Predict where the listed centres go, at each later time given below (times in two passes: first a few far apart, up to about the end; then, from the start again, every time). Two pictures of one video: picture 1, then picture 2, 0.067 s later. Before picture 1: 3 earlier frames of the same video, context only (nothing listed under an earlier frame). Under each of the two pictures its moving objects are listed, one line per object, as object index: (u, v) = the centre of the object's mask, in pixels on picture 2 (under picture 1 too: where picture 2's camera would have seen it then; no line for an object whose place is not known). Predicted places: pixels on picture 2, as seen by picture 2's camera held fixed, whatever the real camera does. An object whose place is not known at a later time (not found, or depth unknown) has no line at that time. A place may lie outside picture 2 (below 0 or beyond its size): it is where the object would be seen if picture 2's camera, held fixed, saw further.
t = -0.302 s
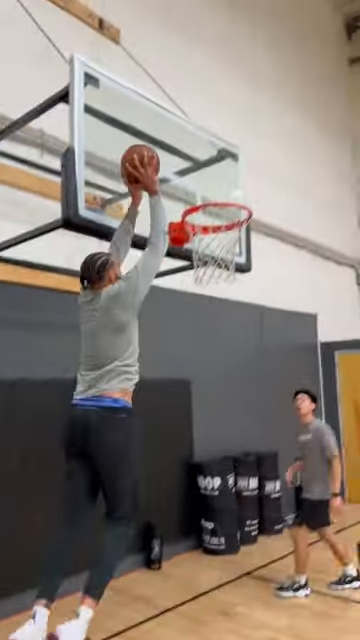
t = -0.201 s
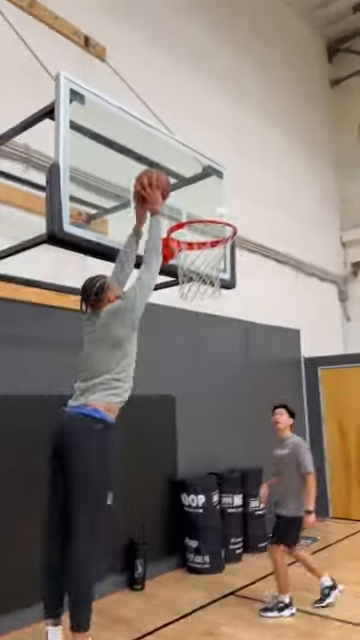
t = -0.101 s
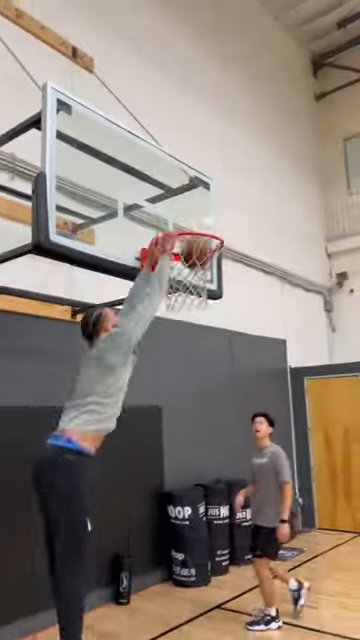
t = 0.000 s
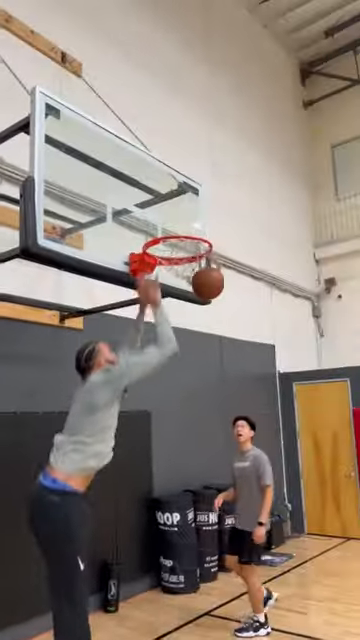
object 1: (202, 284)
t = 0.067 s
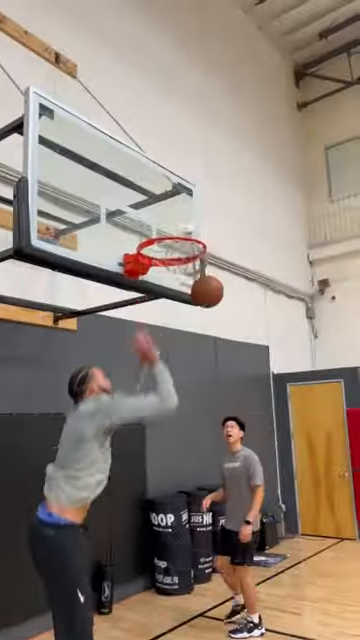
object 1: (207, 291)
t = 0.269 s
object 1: (224, 348)
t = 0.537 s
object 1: (253, 509)
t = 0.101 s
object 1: (210, 297)
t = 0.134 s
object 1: (213, 305)
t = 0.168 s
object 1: (216, 313)
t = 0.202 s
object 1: (219, 323)
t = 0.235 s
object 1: (222, 335)
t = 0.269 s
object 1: (224, 348)
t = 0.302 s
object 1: (228, 362)
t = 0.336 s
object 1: (231, 378)
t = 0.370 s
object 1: (234, 394)
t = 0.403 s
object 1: (238, 414)
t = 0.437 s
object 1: (241, 436)
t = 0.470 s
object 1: (246, 458)
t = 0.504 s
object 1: (250, 483)
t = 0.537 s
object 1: (253, 509)
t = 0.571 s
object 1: (256, 537)
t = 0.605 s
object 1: (259, 564)
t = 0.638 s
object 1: (265, 597)
